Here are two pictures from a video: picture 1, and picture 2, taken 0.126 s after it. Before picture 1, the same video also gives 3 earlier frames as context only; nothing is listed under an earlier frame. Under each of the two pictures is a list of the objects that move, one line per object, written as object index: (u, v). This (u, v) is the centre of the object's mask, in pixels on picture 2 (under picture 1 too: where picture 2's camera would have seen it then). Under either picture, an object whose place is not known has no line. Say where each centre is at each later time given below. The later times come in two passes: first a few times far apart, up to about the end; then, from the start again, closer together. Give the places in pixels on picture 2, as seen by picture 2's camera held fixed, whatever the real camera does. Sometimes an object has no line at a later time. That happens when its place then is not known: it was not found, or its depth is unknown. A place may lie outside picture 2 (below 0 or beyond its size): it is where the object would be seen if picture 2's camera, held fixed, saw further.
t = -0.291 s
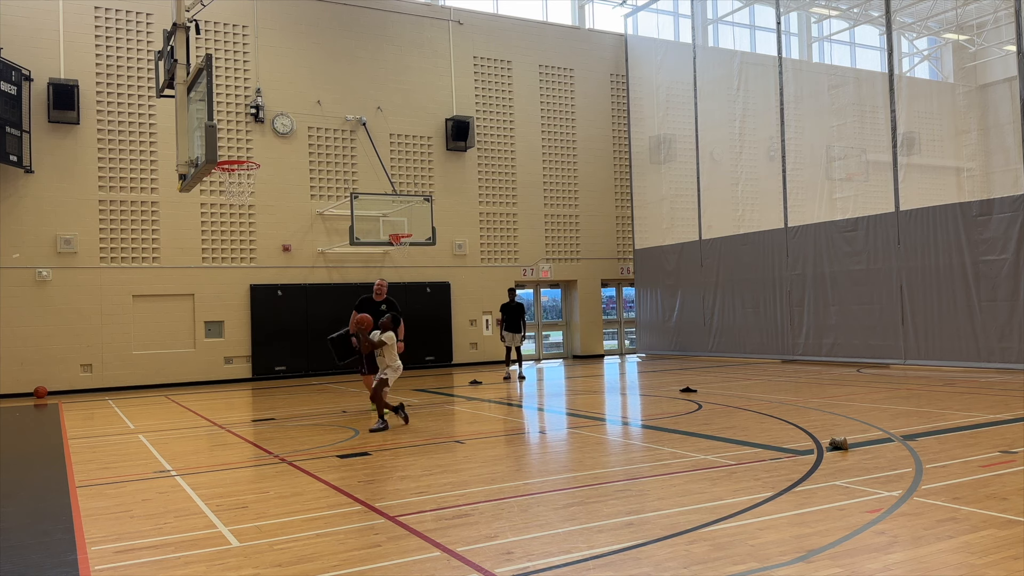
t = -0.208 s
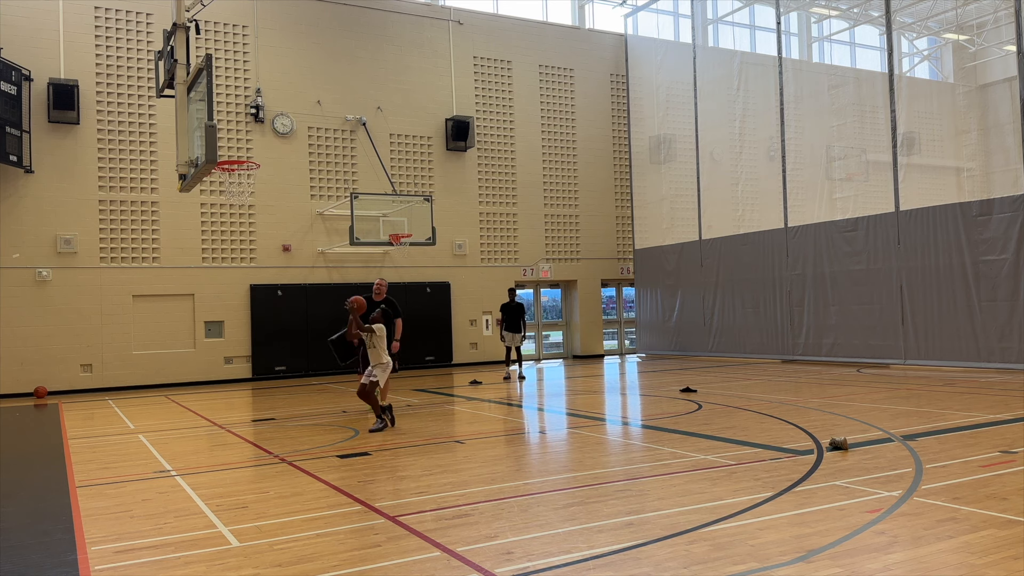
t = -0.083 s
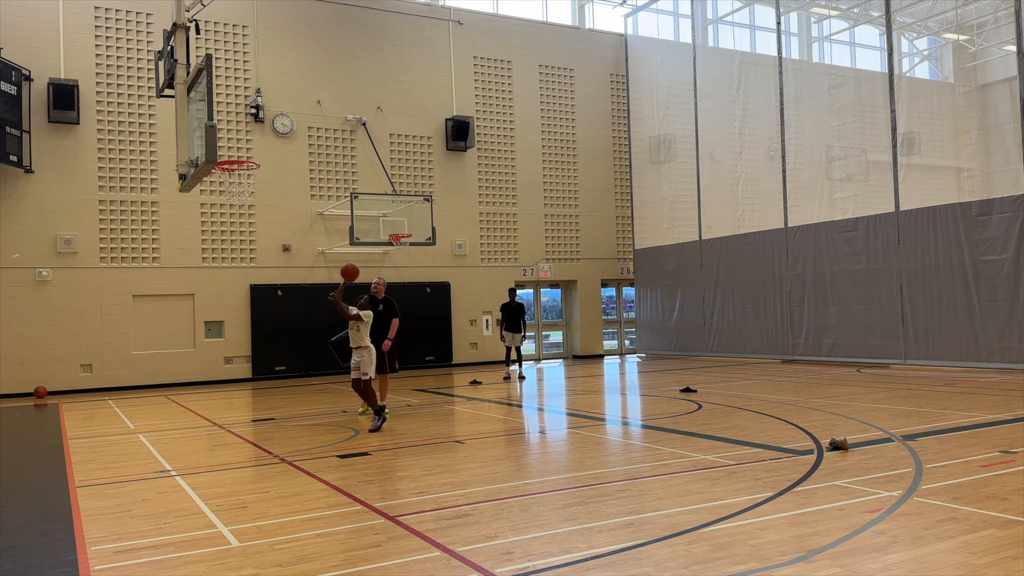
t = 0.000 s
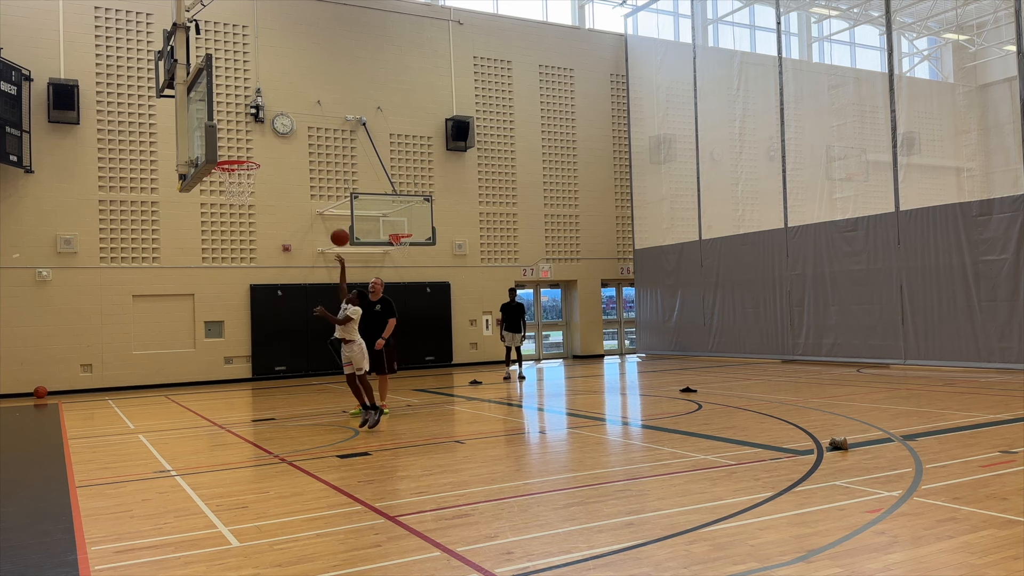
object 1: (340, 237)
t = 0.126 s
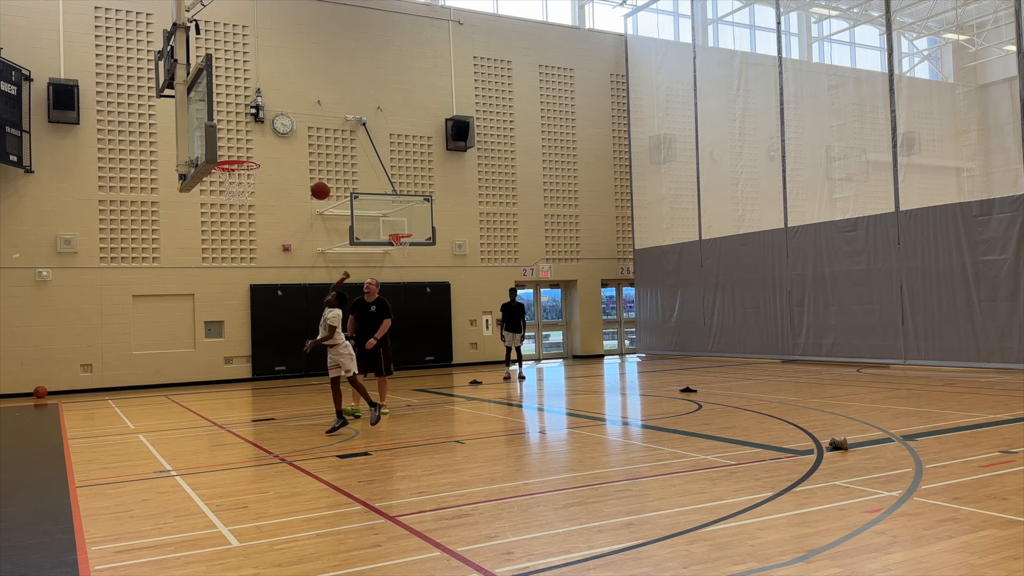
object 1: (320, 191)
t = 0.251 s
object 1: (303, 162)
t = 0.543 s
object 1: (262, 140)
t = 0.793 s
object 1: (228, 179)
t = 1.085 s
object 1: (217, 234)
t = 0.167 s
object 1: (315, 181)
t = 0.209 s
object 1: (308, 169)
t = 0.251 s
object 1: (303, 162)
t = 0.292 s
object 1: (296, 153)
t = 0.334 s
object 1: (291, 148)
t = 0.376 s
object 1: (285, 143)
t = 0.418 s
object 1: (280, 141)
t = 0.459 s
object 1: (273, 139)
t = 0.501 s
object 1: (268, 139)
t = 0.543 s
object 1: (262, 140)
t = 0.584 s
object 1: (257, 142)
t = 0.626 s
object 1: (250, 148)
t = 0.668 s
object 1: (246, 152)
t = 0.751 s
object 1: (232, 173)
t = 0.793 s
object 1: (228, 179)
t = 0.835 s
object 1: (225, 187)
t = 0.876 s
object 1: (223, 190)
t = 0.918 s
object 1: (223, 199)
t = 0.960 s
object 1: (221, 203)
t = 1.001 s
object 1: (219, 213)
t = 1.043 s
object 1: (219, 220)
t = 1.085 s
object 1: (217, 234)
